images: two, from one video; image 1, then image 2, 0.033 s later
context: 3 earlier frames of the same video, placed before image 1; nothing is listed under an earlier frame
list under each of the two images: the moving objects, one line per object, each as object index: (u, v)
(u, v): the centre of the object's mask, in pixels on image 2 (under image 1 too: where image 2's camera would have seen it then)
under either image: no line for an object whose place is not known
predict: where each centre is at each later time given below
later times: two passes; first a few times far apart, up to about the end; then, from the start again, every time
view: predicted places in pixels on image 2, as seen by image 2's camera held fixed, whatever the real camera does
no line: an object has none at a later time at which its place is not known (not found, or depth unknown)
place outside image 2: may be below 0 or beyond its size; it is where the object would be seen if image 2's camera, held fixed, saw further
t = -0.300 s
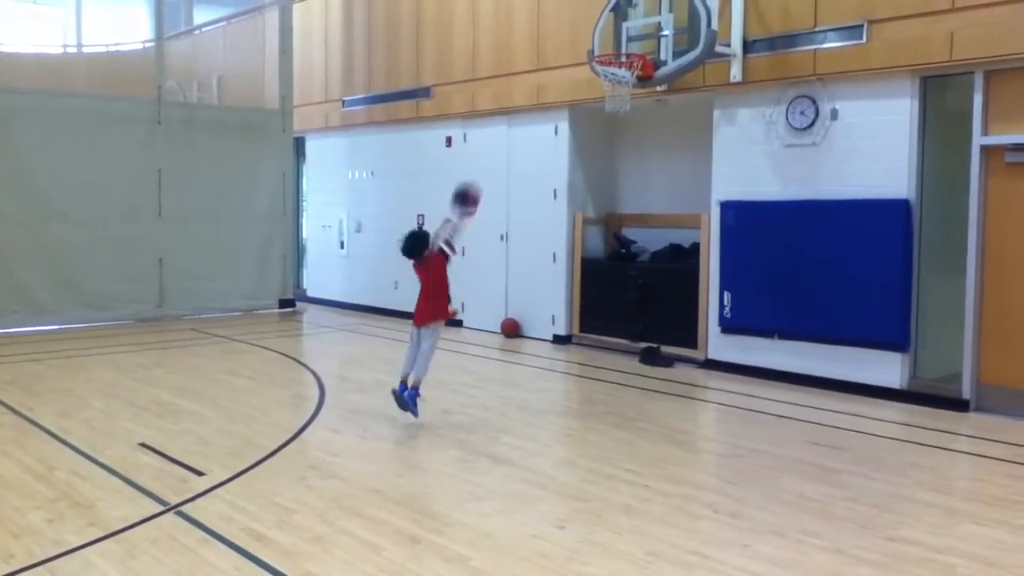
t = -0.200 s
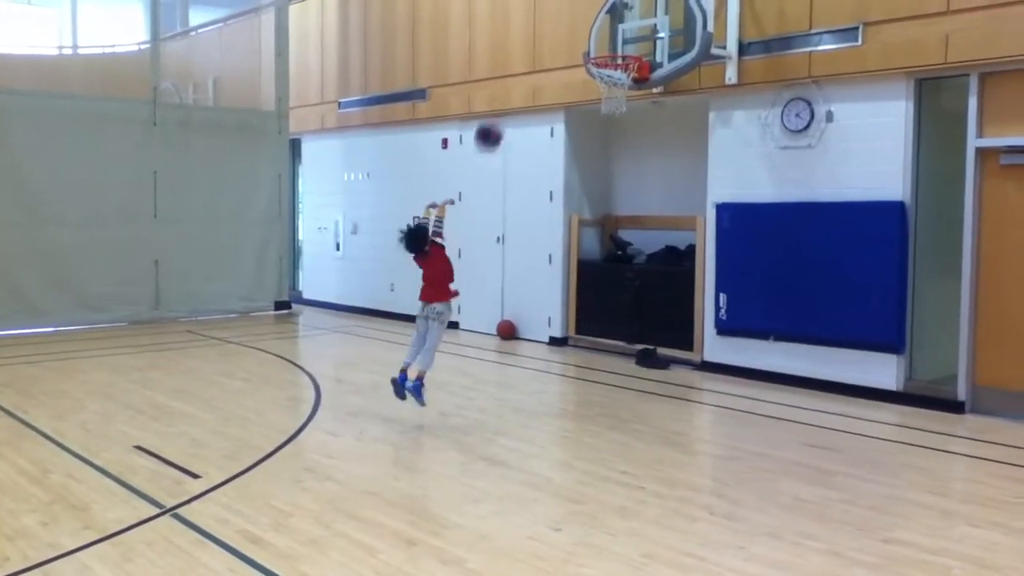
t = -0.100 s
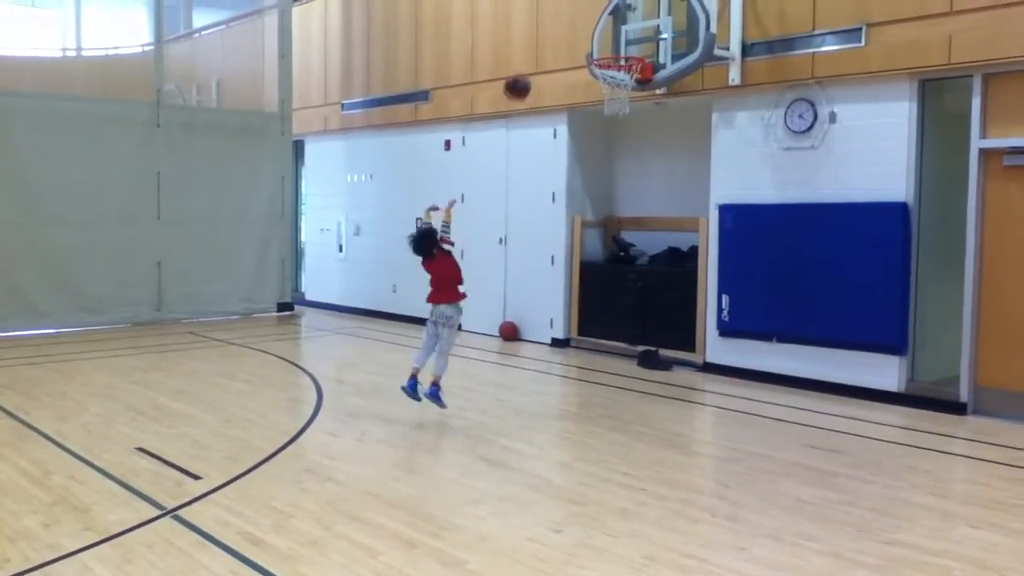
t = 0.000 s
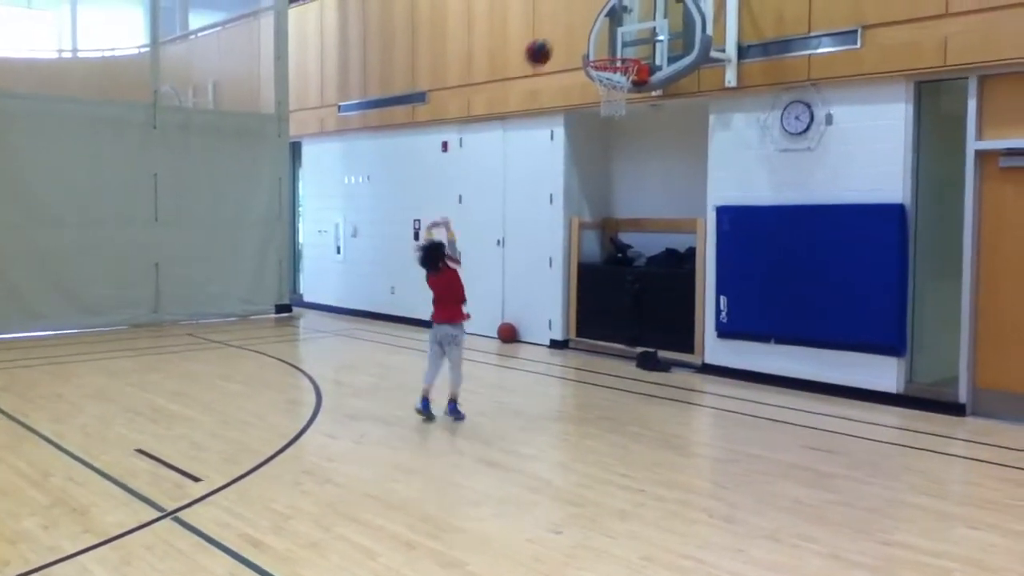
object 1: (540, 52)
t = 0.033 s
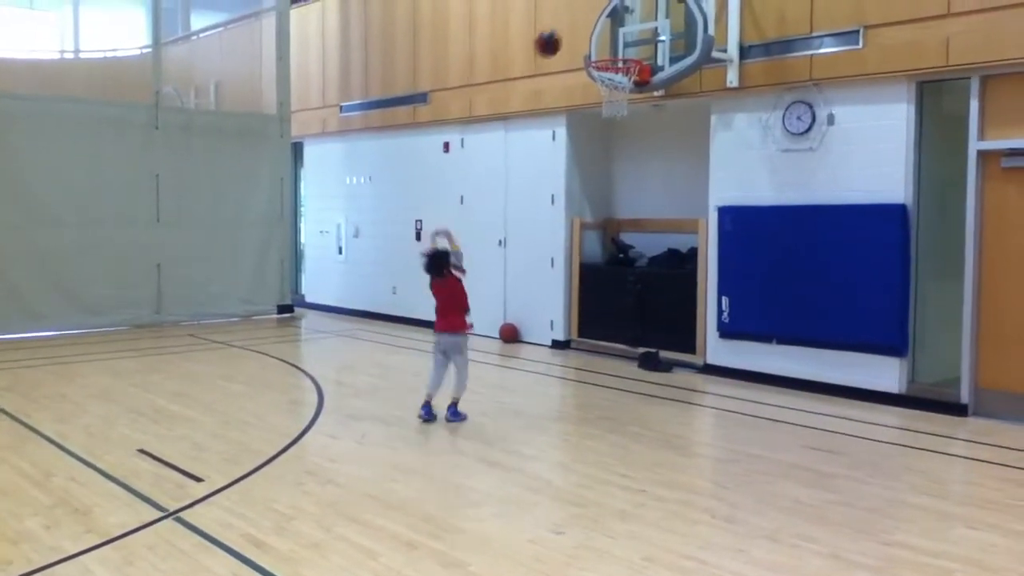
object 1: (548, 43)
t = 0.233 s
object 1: (592, 17)
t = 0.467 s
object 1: (639, 41)
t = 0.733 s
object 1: (595, 89)
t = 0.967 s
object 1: (590, 136)
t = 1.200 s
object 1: (582, 243)
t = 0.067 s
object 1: (556, 36)
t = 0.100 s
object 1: (563, 29)
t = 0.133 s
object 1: (571, 24)
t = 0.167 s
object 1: (578, 21)
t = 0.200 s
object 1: (586, 18)
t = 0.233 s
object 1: (592, 17)
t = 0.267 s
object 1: (599, 17)
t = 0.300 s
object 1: (606, 18)
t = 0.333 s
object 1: (614, 22)
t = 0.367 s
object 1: (619, 23)
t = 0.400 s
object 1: (625, 28)
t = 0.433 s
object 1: (633, 35)
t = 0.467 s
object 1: (639, 41)
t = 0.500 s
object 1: (634, 45)
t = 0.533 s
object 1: (626, 50)
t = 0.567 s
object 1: (619, 54)
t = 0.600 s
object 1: (611, 66)
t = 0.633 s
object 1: (605, 75)
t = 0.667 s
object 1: (599, 81)
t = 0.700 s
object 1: (596, 86)
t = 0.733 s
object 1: (595, 89)
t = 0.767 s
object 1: (595, 92)
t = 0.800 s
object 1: (594, 95)
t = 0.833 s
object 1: (594, 101)
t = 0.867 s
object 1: (592, 107)
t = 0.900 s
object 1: (592, 115)
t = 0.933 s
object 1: (591, 125)
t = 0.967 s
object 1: (590, 136)
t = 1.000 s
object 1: (589, 147)
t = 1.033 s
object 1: (588, 160)
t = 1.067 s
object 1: (587, 175)
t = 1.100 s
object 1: (586, 190)
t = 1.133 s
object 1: (584, 206)
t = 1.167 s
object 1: (584, 224)
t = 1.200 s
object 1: (582, 243)
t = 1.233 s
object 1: (578, 265)
